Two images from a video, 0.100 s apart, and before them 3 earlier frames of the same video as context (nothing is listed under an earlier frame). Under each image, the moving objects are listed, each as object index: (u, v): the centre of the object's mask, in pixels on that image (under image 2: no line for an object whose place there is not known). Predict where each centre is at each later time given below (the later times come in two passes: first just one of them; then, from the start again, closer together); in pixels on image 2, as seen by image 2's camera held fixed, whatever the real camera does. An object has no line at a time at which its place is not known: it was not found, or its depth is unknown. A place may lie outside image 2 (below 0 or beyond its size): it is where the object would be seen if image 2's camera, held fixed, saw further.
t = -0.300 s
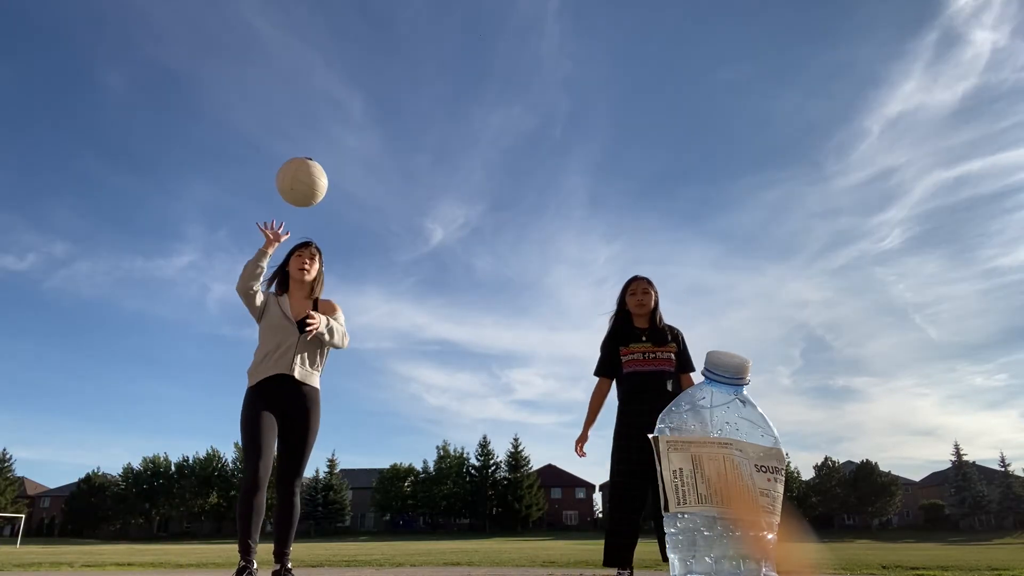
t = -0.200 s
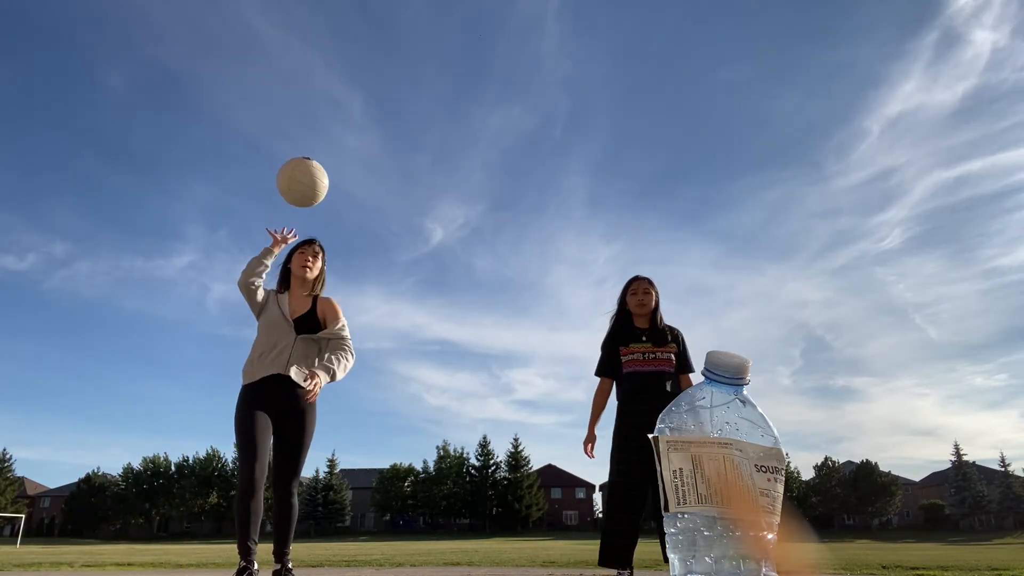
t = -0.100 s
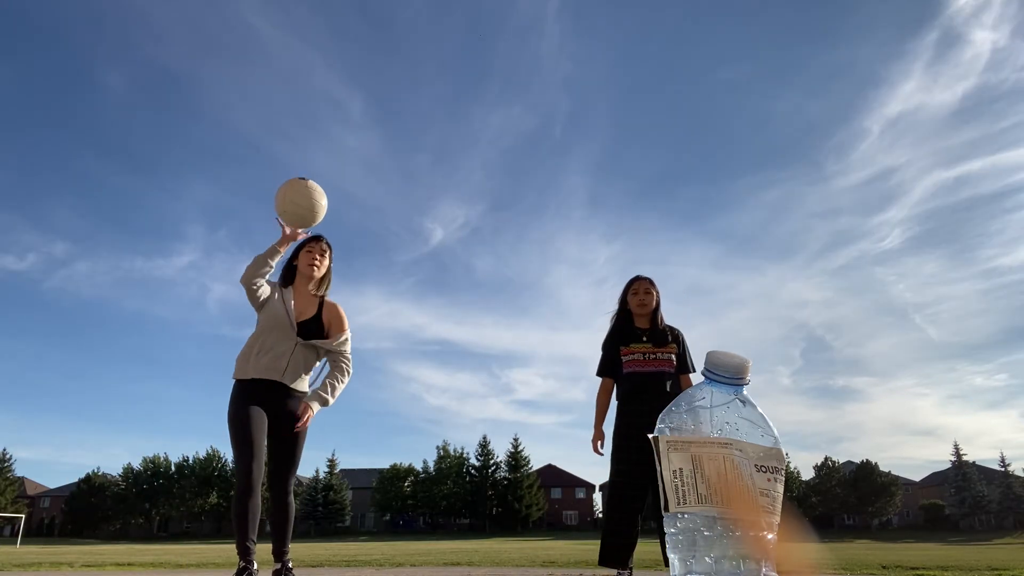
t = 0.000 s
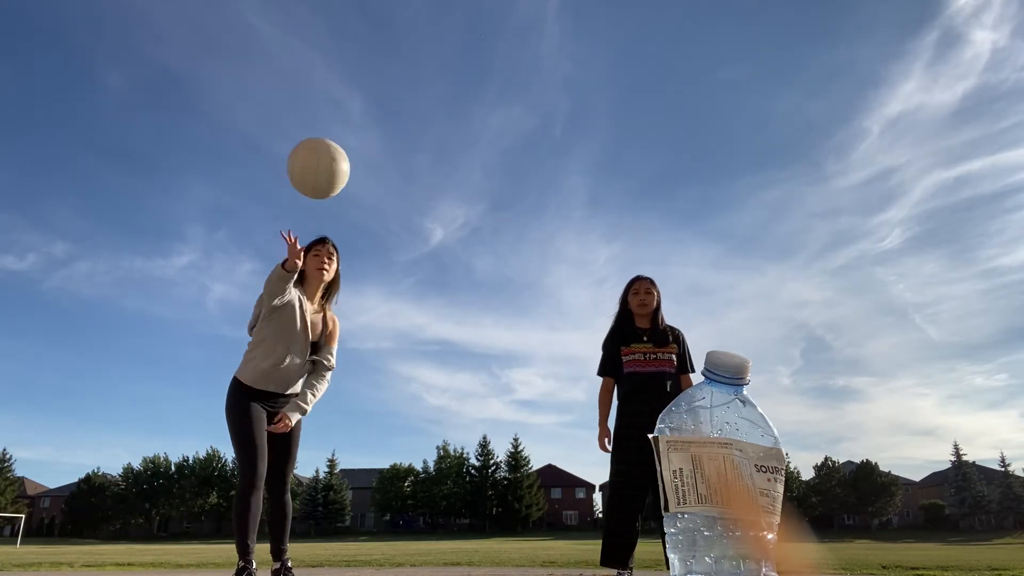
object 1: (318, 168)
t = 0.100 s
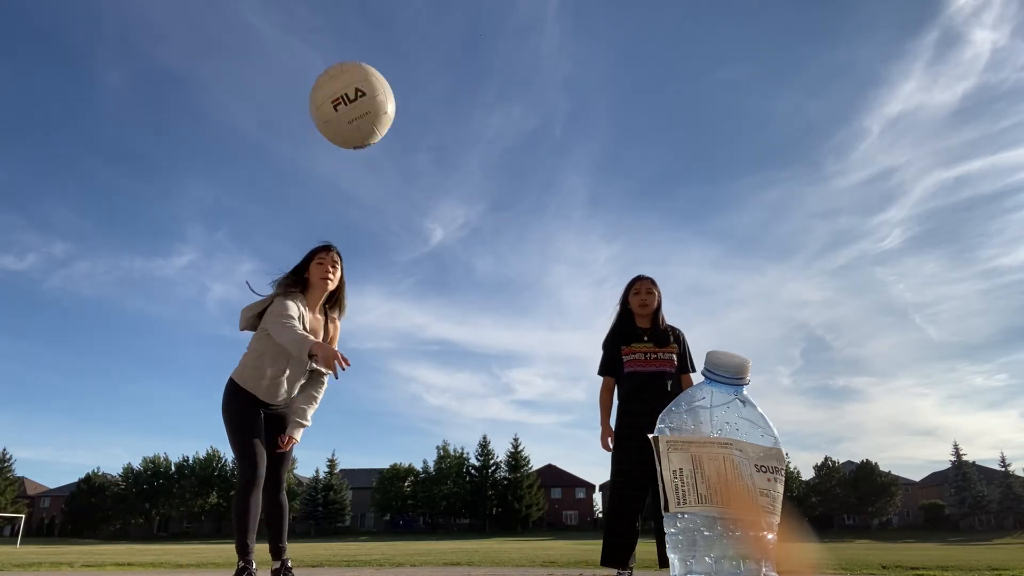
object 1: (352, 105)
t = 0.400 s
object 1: (922, 364)
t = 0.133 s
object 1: (369, 82)
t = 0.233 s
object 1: (464, 33)
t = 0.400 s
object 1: (922, 364)
